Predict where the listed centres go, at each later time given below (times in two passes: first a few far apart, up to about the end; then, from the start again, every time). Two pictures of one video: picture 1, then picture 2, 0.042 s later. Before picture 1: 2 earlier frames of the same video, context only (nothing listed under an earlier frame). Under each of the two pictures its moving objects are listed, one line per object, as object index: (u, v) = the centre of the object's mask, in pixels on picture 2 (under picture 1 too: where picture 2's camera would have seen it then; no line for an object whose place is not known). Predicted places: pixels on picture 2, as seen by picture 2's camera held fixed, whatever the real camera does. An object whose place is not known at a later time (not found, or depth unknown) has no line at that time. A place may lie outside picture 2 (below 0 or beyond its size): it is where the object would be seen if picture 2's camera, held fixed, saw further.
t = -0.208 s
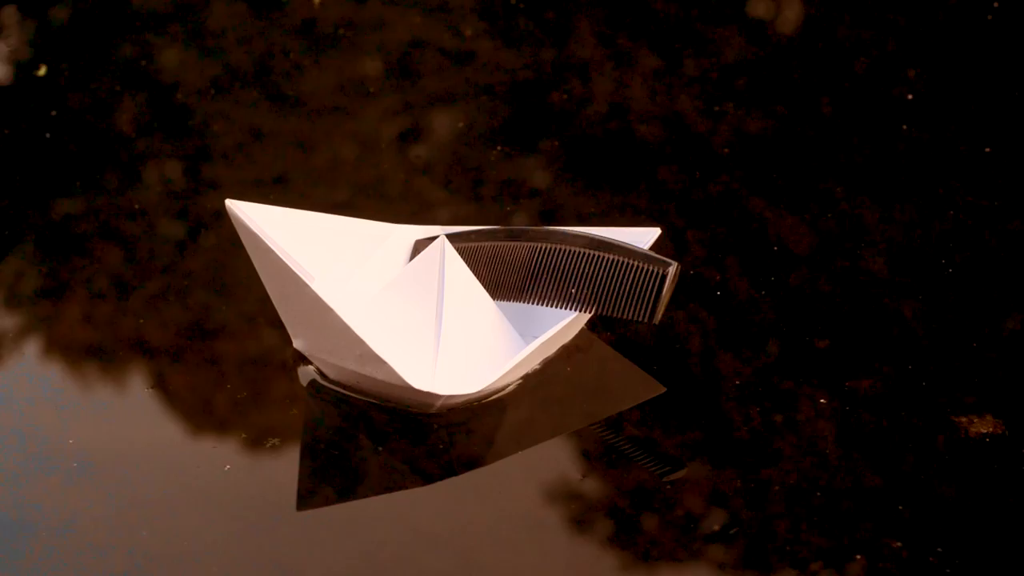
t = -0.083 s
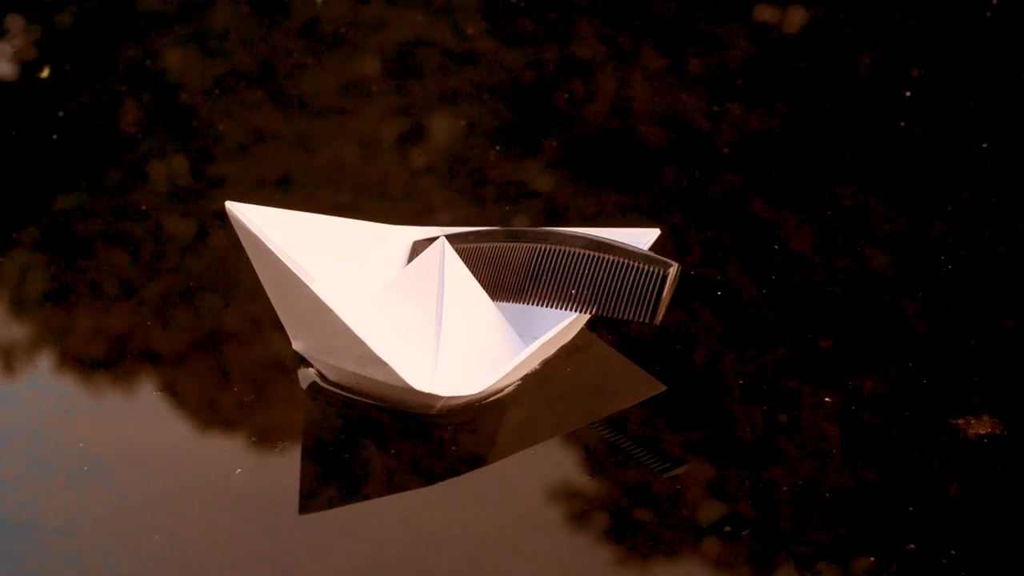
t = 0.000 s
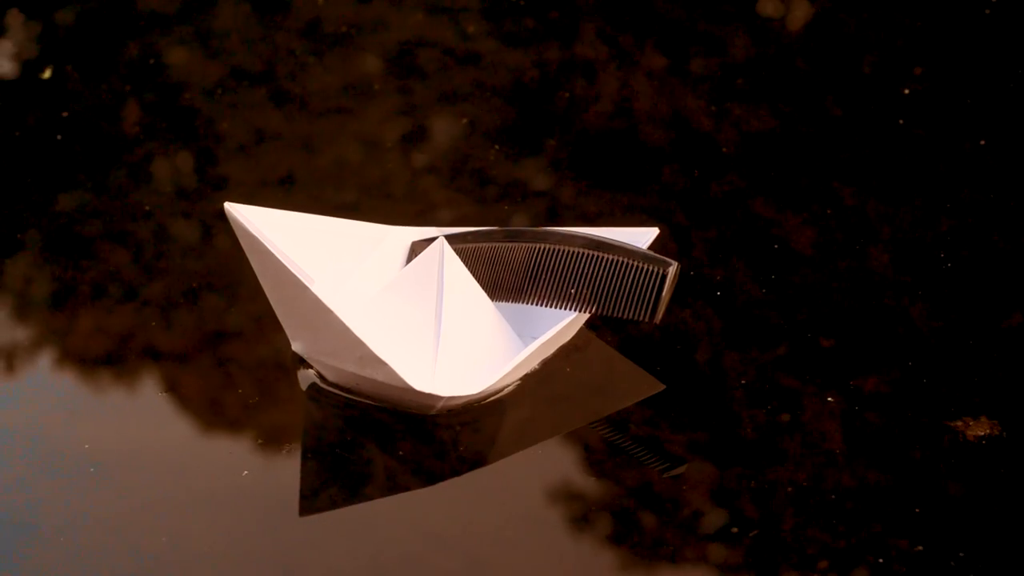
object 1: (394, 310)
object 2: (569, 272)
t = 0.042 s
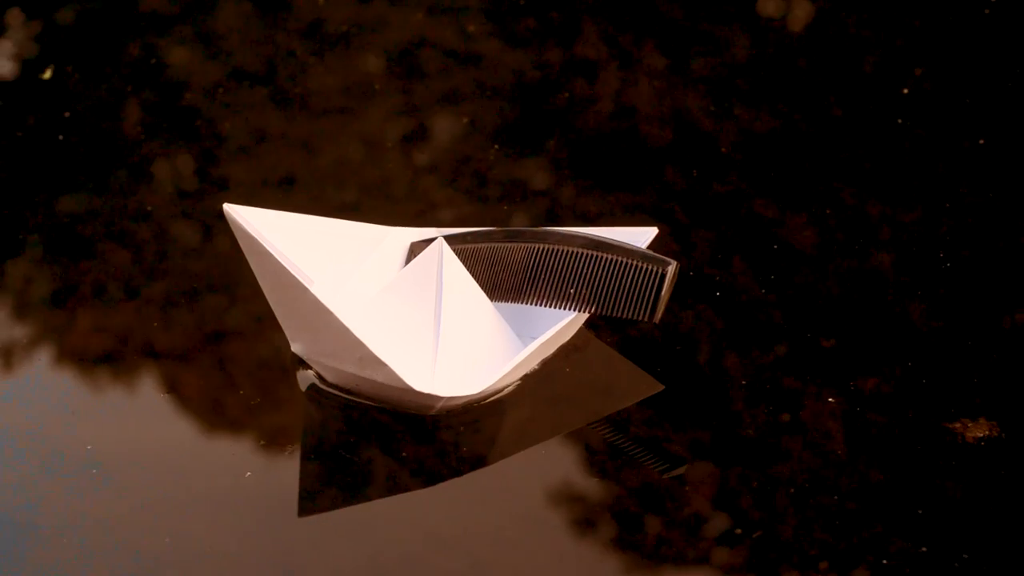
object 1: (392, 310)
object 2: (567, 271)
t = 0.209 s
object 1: (387, 312)
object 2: (557, 271)
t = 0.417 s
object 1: (379, 313)
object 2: (553, 270)
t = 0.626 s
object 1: (373, 317)
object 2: (548, 271)
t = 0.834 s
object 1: (368, 319)
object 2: (542, 270)
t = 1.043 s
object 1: (362, 321)
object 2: (530, 269)
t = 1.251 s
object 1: (355, 323)
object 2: (530, 269)
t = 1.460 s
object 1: (349, 326)
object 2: (515, 269)
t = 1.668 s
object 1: (345, 328)
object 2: (518, 269)
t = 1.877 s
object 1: (342, 329)
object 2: (506, 268)
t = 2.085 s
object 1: (339, 330)
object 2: (501, 267)
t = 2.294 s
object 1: (336, 334)
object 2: (497, 267)
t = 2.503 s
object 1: (337, 337)
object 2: (496, 266)
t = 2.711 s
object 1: (335, 339)
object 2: (492, 266)
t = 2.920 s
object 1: (335, 343)
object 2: (489, 266)
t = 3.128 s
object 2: (486, 266)
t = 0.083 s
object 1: (391, 311)
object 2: (565, 271)
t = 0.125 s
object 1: (390, 311)
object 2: (564, 271)
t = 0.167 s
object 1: (388, 312)
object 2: (559, 271)
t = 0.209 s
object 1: (387, 312)
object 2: (557, 271)
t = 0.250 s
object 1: (385, 312)
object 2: (556, 271)
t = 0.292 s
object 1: (383, 313)
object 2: (554, 271)
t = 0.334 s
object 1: (382, 313)
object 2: (553, 271)
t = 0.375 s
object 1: (380, 313)
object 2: (555, 271)
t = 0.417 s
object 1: (379, 313)
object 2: (553, 270)
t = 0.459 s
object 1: (378, 314)
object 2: (552, 270)
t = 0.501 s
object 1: (377, 314)
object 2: (551, 270)
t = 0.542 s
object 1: (376, 315)
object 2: (550, 270)
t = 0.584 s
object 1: (375, 315)
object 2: (549, 270)
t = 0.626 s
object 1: (373, 317)
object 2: (548, 271)
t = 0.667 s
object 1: (372, 318)
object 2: (546, 271)
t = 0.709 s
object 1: (371, 318)
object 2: (541, 271)
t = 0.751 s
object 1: (370, 318)
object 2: (545, 271)
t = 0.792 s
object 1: (368, 318)
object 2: (543, 270)
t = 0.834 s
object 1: (368, 319)
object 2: (542, 270)
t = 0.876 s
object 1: (366, 319)
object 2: (540, 270)
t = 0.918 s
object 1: (365, 320)
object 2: (539, 270)
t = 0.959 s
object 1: (364, 320)
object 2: (538, 270)
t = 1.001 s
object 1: (363, 321)
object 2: (532, 269)
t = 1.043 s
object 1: (362, 321)
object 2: (530, 269)
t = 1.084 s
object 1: (360, 322)
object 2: (529, 270)
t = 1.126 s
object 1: (359, 322)
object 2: (528, 270)
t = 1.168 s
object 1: (358, 322)
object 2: (526, 270)
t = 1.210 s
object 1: (357, 322)
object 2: (531, 269)
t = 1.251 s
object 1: (355, 323)
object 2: (530, 269)
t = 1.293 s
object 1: (354, 323)
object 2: (529, 269)
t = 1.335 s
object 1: (352, 324)
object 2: (520, 269)
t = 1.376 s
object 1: (351, 325)
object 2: (518, 269)
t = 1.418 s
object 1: (350, 326)
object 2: (517, 269)
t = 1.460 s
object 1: (349, 326)
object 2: (515, 269)
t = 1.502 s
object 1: (348, 327)
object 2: (514, 269)
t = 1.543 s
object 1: (347, 327)
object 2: (513, 269)
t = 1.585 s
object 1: (346, 327)
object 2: (512, 269)
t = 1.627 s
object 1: (345, 328)
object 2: (511, 269)
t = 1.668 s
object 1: (345, 328)
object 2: (518, 269)
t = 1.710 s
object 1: (344, 328)
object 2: (518, 269)
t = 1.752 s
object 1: (344, 329)
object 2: (517, 268)
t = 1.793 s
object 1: (343, 329)
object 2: (507, 268)
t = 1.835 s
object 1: (342, 330)
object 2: (506, 268)
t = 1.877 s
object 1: (342, 329)
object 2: (506, 268)
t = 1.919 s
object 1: (341, 329)
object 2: (505, 268)
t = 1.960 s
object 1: (341, 329)
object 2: (514, 268)
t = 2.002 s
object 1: (340, 331)
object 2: (513, 267)
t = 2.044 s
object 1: (339, 332)
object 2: (512, 267)
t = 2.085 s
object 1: (339, 330)
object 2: (501, 267)
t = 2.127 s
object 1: (337, 333)
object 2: (500, 267)
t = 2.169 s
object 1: (337, 333)
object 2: (509, 266)
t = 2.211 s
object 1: (337, 332)
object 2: (498, 267)
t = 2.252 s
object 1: (336, 332)
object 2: (498, 267)
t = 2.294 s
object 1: (336, 334)
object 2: (497, 267)
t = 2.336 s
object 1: (336, 335)
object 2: (497, 267)
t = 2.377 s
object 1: (337, 334)
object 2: (497, 267)
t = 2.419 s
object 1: (337, 334)
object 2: (497, 266)
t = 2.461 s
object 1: (337, 336)
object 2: (497, 266)
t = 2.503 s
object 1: (337, 337)
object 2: (496, 266)
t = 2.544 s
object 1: (336, 337)
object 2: (495, 266)
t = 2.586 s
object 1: (337, 336)
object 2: (495, 266)
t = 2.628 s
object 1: (336, 338)
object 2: (494, 266)
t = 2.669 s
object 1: (336, 337)
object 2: (493, 266)
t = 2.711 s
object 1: (335, 339)
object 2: (492, 266)
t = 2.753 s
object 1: (335, 340)
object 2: (491, 266)
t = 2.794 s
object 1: (335, 340)
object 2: (490, 266)
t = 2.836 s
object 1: (335, 341)
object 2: (490, 266)
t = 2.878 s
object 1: (335, 342)
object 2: (489, 266)
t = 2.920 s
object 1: (335, 343)
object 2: (489, 266)
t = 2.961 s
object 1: (335, 344)
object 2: (488, 266)
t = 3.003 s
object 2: (488, 266)
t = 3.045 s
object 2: (487, 266)
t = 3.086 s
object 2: (487, 266)
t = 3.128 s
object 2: (486, 266)
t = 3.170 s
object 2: (485, 265)
